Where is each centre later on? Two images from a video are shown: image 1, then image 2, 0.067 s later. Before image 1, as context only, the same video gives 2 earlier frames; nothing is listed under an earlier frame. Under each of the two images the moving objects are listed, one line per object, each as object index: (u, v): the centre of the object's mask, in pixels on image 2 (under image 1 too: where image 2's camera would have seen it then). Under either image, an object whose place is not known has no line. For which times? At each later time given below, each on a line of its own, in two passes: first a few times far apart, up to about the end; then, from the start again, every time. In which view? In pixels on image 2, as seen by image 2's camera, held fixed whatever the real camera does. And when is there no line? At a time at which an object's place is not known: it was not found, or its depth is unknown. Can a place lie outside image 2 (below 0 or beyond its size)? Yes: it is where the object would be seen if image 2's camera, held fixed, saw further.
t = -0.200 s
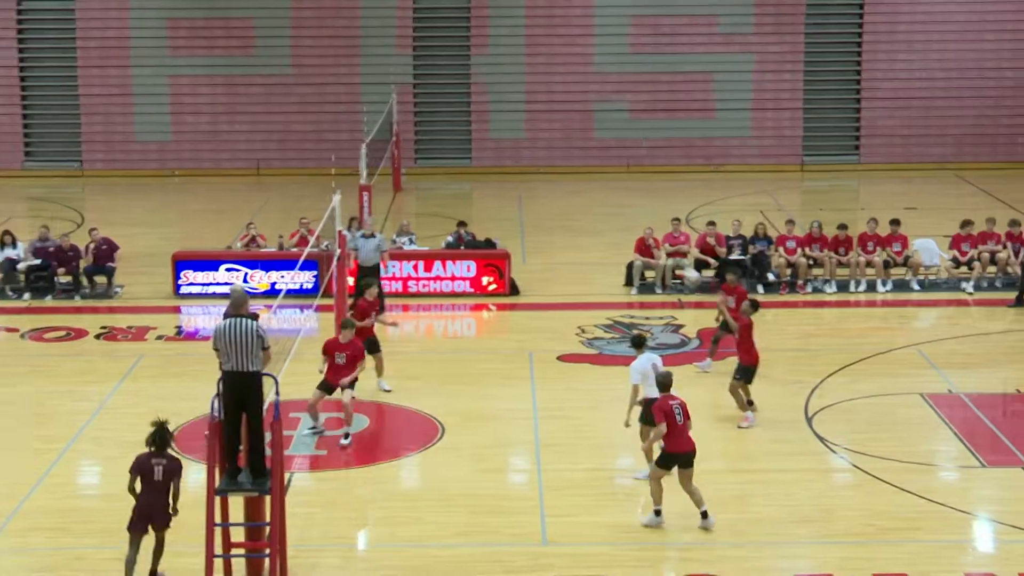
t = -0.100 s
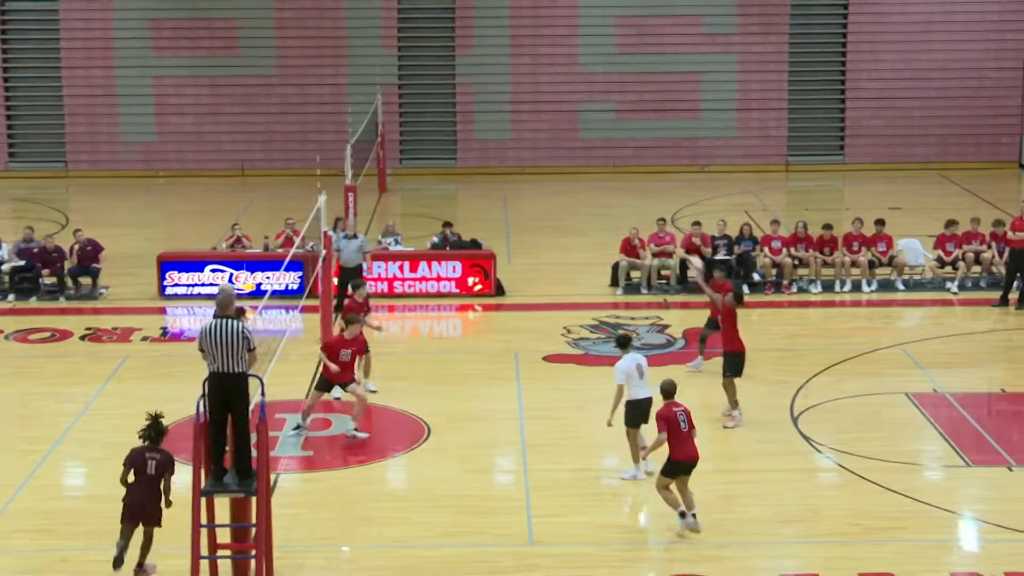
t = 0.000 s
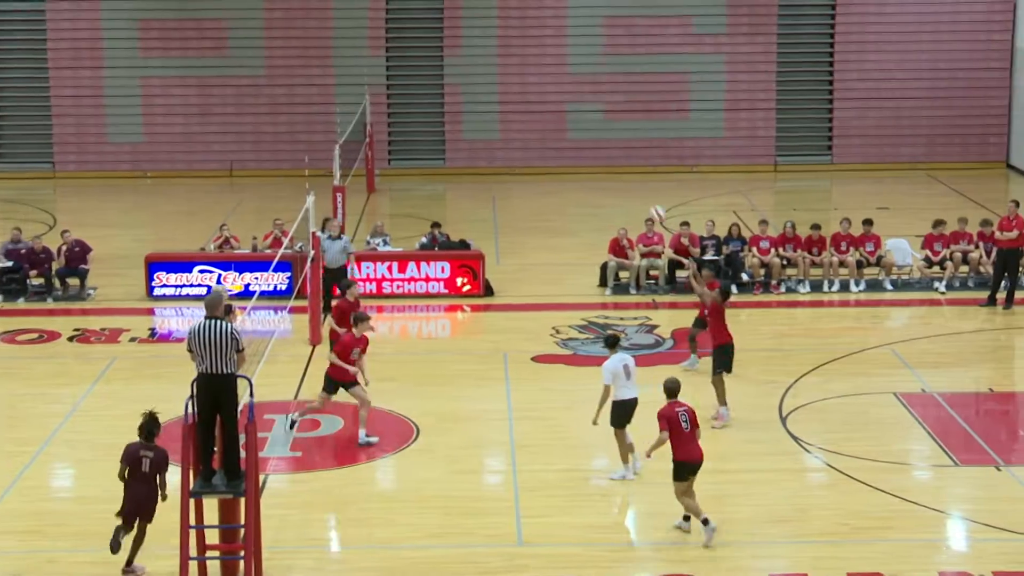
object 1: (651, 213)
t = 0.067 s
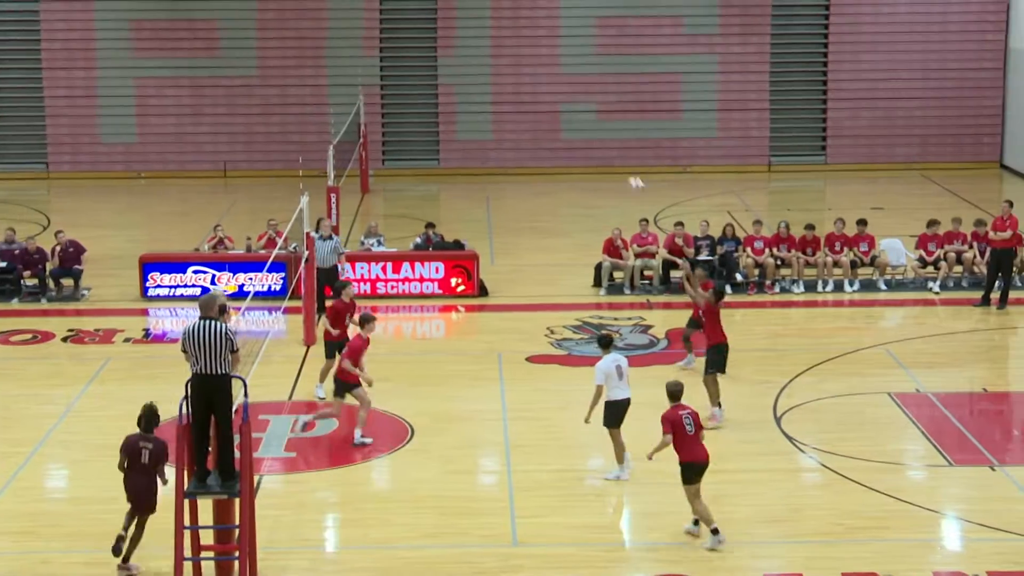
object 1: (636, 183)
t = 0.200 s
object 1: (603, 138)
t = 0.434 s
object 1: (549, 86)
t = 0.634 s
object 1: (503, 75)
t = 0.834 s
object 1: (460, 94)
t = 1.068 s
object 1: (412, 148)
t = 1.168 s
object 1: (393, 181)
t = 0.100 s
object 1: (627, 170)
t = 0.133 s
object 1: (619, 159)
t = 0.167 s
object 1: (611, 147)
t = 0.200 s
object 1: (603, 138)
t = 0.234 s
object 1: (595, 127)
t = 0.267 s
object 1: (587, 119)
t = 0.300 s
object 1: (577, 109)
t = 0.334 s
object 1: (570, 102)
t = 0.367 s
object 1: (564, 96)
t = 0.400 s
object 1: (557, 90)
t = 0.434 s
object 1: (549, 86)
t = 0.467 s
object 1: (541, 81)
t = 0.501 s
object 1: (532, 79)
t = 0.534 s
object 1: (525, 78)
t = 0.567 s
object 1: (518, 77)
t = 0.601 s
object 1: (510, 76)
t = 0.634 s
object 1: (503, 75)
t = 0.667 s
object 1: (495, 77)
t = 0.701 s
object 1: (488, 78)
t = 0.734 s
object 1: (481, 81)
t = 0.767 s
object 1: (474, 85)
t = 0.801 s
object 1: (467, 88)
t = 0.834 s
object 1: (460, 94)
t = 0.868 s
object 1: (453, 99)
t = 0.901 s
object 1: (445, 106)
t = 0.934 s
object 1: (438, 113)
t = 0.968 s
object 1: (432, 121)
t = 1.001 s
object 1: (425, 129)
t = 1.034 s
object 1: (418, 139)
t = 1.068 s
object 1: (412, 148)
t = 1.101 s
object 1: (405, 159)
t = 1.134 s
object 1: (399, 169)
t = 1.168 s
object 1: (393, 181)
